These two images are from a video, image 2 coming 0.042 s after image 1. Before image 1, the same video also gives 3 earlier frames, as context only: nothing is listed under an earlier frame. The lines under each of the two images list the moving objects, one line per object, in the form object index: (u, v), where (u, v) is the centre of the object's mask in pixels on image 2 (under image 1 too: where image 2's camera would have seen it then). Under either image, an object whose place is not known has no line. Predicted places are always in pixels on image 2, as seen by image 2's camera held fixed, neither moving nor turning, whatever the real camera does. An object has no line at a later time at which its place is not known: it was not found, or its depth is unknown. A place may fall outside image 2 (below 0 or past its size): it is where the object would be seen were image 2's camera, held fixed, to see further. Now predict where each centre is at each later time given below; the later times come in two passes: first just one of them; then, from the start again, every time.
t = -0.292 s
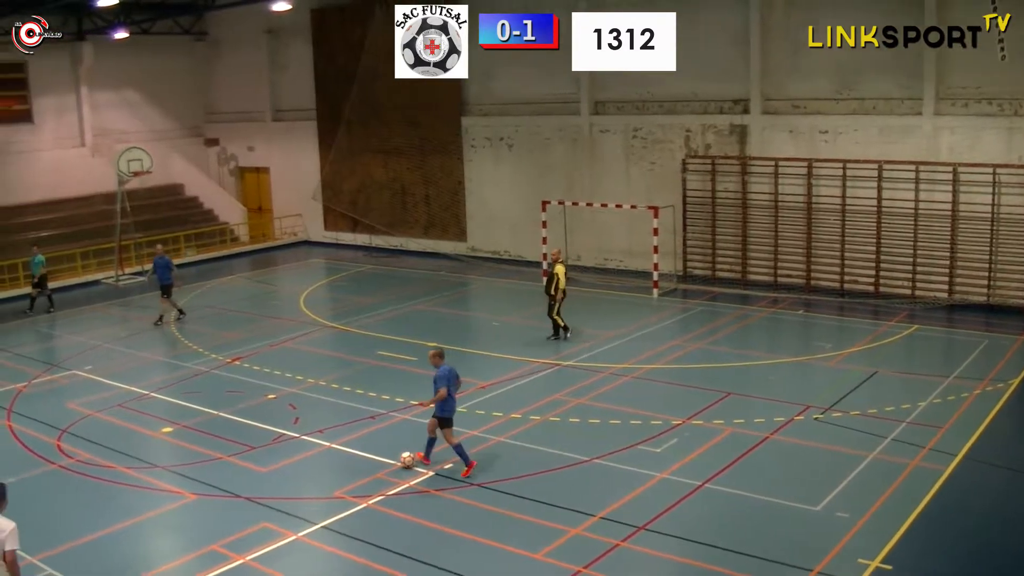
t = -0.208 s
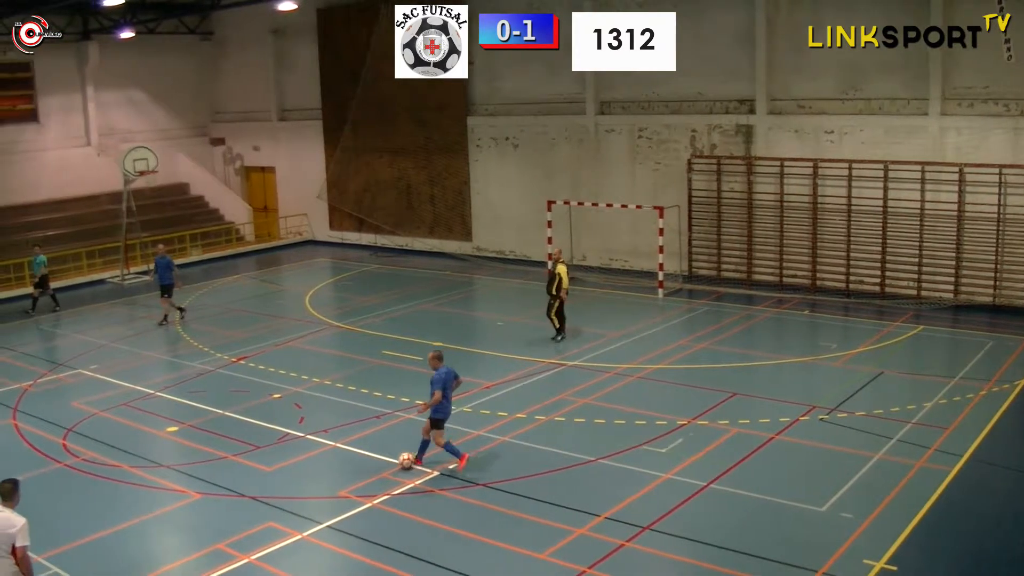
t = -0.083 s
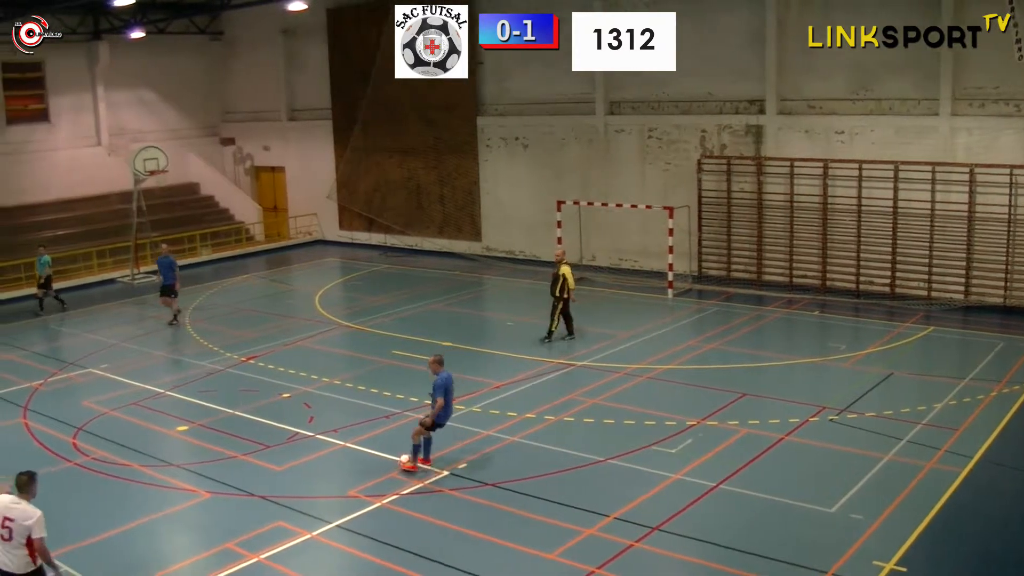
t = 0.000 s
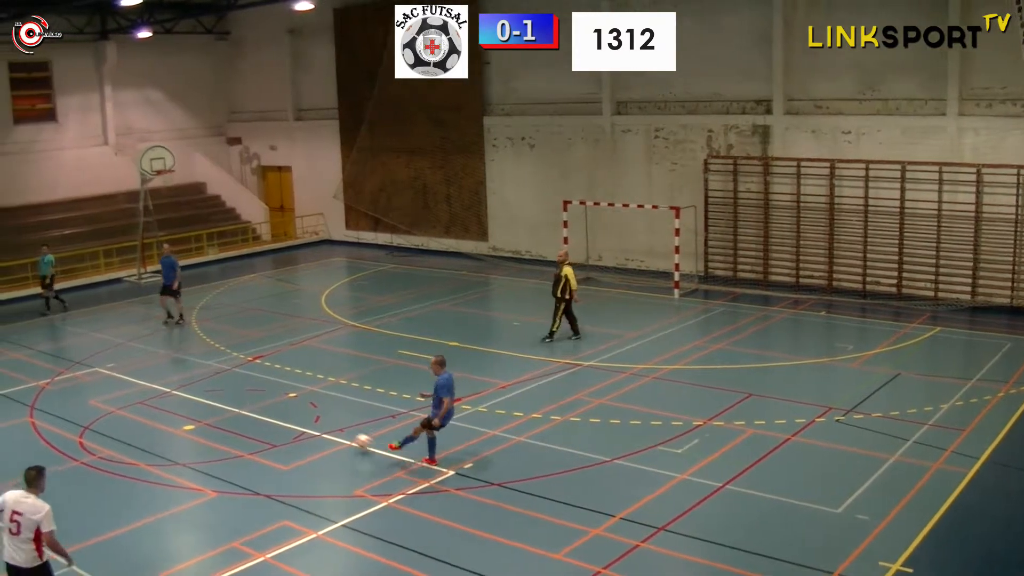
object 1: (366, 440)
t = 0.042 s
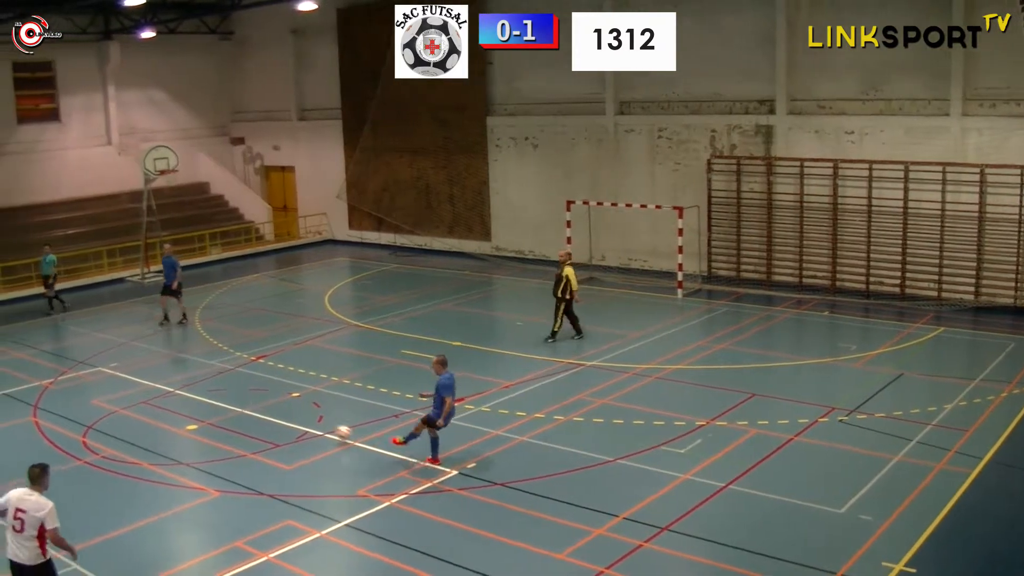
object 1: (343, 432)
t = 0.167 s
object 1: (274, 411)
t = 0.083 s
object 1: (312, 423)
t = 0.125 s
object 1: (292, 418)
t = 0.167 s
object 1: (274, 411)
